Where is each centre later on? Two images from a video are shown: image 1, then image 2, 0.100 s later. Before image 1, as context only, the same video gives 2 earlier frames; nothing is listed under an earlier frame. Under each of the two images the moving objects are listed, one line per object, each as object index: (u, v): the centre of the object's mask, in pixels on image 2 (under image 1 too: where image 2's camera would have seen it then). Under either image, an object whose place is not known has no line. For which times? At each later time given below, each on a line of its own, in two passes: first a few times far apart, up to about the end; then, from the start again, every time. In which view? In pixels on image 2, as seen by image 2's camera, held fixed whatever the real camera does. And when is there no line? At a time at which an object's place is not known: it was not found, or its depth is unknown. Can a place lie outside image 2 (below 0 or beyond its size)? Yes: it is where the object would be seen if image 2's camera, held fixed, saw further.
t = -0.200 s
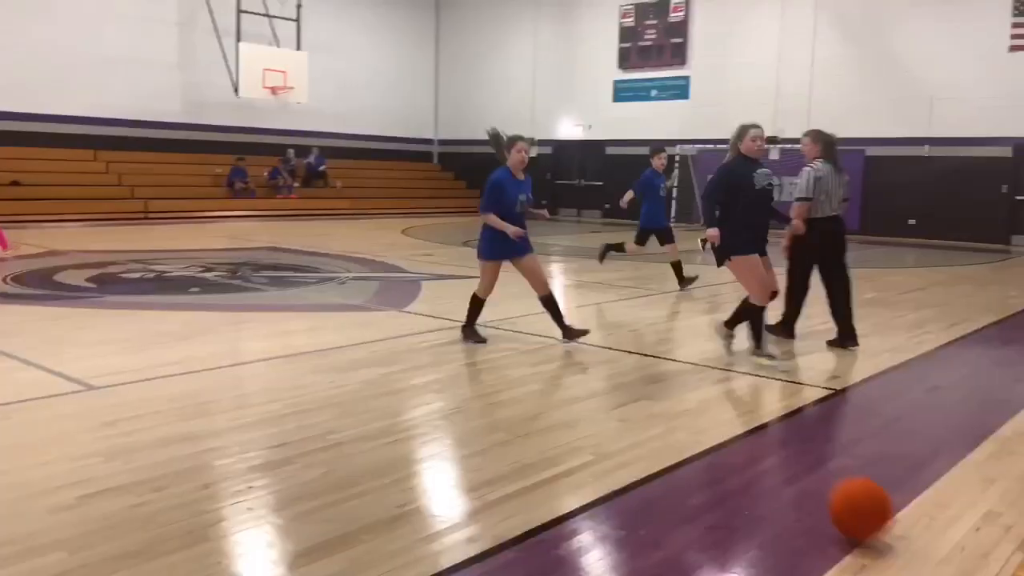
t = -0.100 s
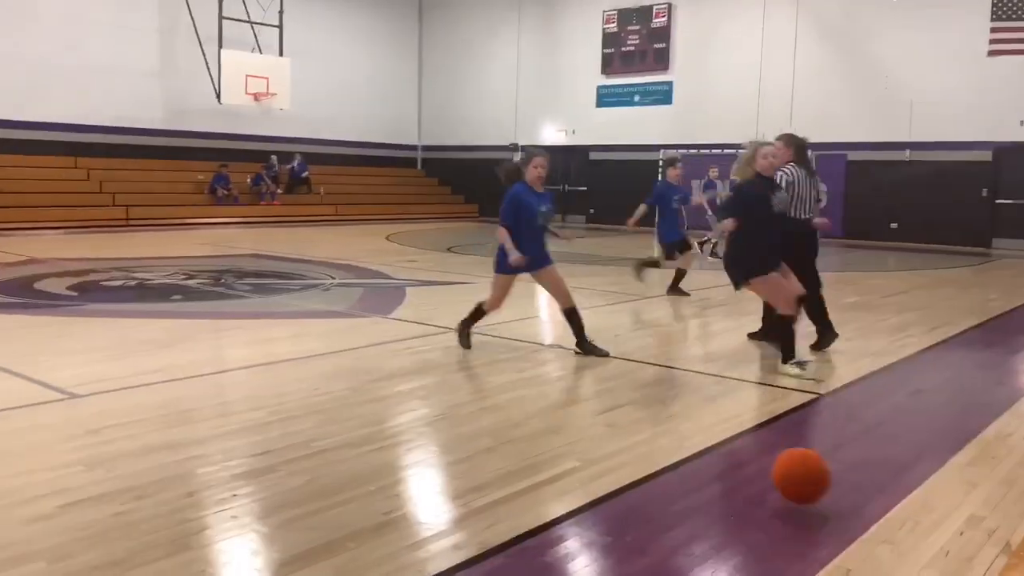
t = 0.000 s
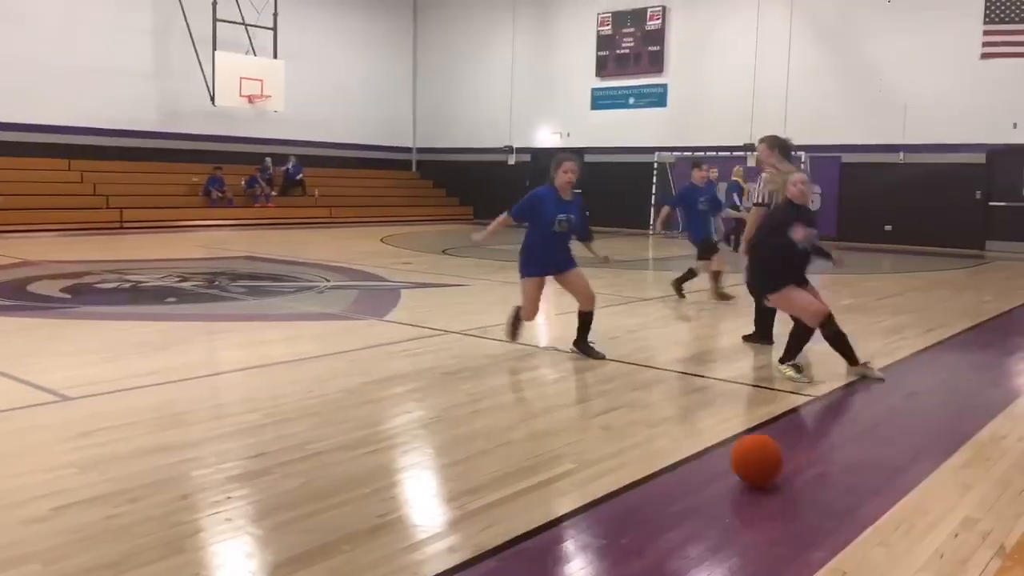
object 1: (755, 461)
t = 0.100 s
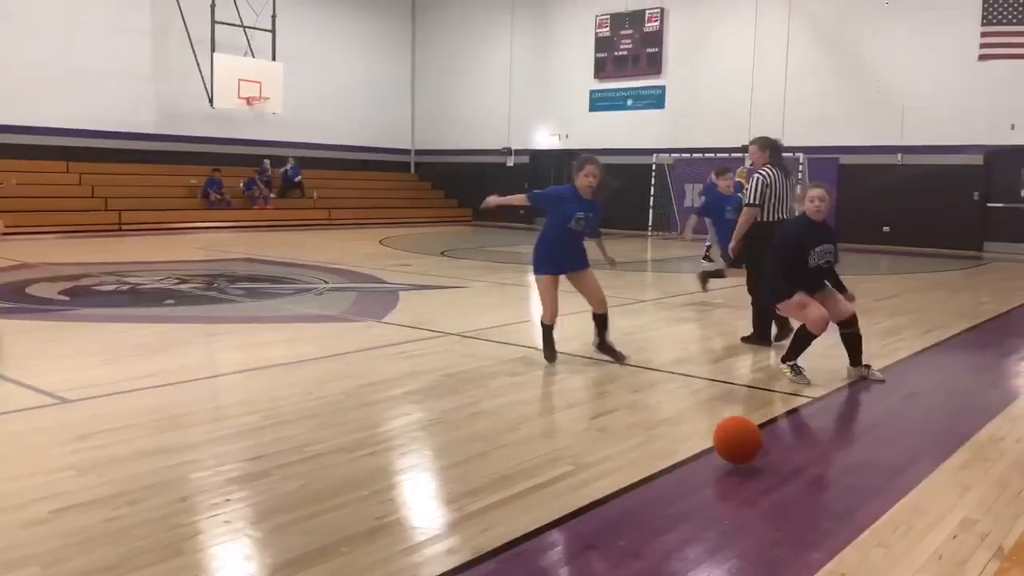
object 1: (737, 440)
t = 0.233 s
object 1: (722, 420)
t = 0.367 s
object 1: (713, 405)
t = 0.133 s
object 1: (732, 439)
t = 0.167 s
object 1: (728, 434)
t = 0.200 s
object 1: (725, 425)
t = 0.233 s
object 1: (722, 420)
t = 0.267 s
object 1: (719, 417)
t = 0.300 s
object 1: (717, 417)
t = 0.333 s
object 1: (715, 411)
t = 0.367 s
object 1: (713, 405)
